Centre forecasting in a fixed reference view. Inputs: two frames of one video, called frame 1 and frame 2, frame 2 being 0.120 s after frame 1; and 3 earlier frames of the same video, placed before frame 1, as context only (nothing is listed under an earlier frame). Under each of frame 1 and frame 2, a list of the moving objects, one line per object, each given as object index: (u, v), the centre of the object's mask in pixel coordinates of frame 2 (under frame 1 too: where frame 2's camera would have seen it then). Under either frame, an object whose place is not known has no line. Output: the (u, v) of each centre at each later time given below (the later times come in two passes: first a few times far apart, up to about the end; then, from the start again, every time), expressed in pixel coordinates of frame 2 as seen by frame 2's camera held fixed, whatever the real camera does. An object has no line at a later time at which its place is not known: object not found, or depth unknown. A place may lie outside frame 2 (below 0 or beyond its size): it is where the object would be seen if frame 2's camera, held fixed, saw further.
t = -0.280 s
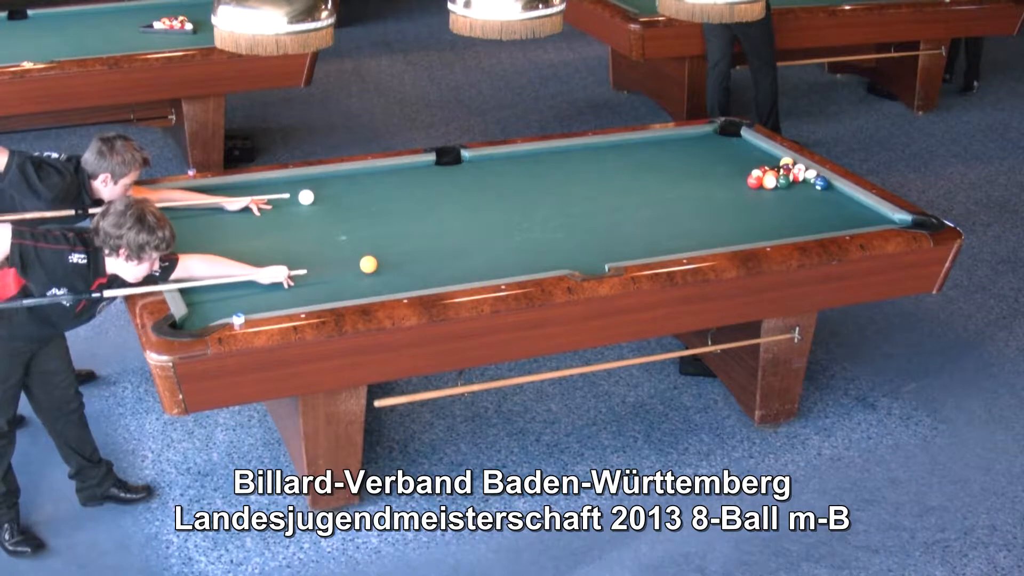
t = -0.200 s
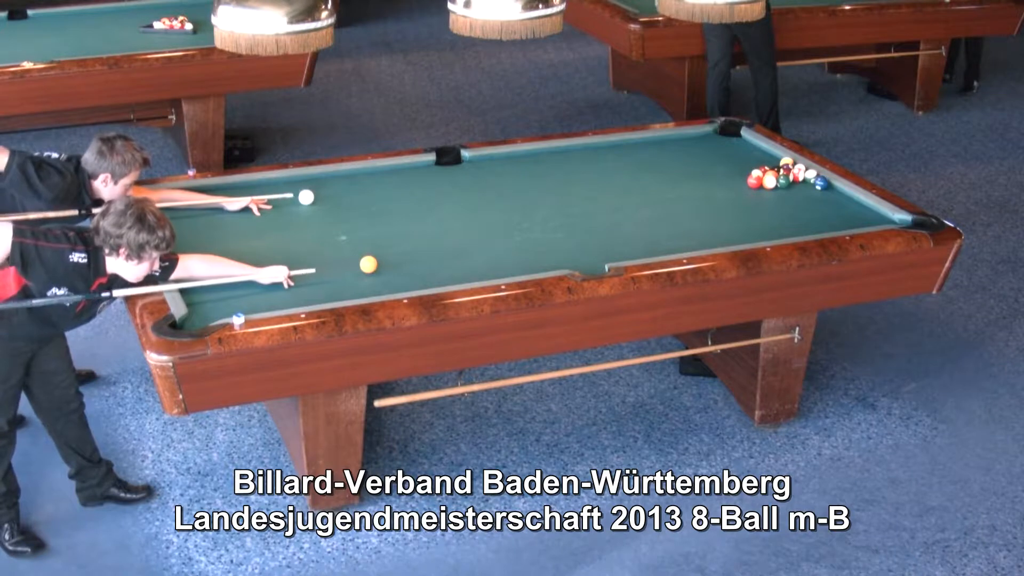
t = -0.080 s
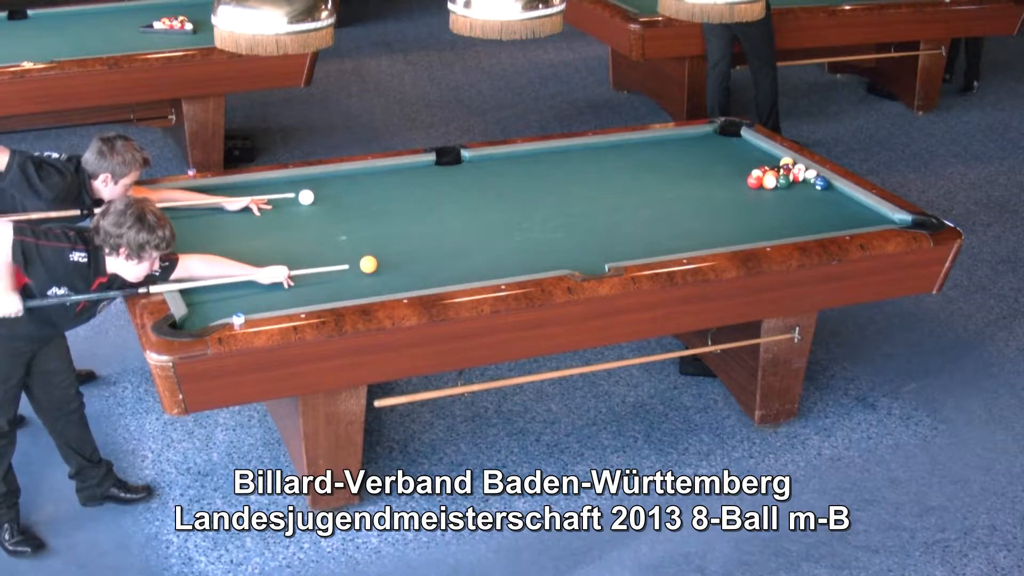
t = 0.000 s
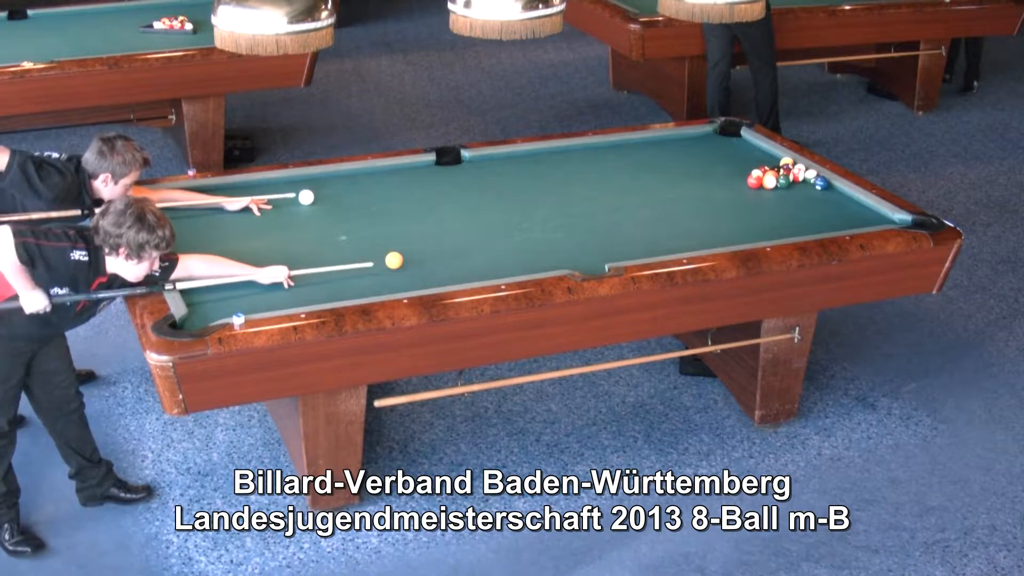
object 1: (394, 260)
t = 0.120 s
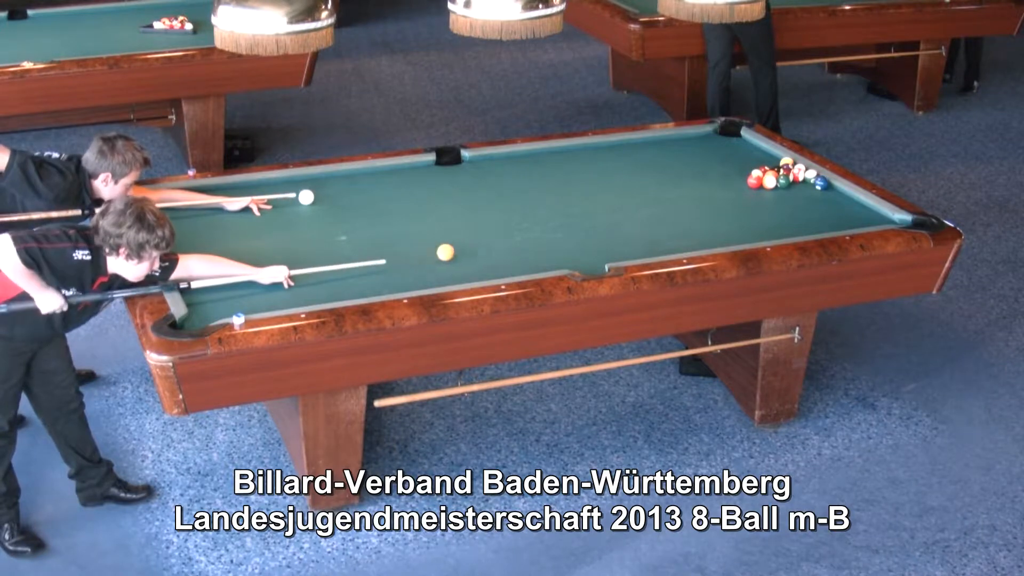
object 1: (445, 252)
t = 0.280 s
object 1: (501, 244)
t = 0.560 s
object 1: (593, 230)
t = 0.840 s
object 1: (677, 217)
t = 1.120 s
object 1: (755, 205)
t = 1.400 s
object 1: (827, 195)
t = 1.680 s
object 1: (811, 196)
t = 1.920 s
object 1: (779, 199)
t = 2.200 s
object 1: (743, 203)
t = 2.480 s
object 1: (707, 207)
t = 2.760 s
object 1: (673, 211)
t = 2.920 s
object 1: (655, 213)
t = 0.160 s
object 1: (460, 250)
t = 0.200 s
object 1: (474, 248)
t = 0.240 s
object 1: (488, 246)
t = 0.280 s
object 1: (501, 244)
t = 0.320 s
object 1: (515, 242)
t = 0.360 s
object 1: (528, 240)
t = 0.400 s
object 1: (541, 238)
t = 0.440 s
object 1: (555, 235)
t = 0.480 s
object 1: (567, 234)
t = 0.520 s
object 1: (580, 232)
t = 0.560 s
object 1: (593, 230)
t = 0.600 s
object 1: (605, 228)
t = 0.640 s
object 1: (618, 226)
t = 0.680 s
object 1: (630, 224)
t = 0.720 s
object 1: (642, 222)
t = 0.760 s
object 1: (654, 220)
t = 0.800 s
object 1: (666, 219)
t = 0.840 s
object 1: (677, 217)
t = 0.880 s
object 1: (689, 215)
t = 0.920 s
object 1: (700, 213)
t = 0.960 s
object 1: (712, 212)
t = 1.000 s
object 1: (723, 210)
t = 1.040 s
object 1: (734, 208)
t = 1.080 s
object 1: (745, 207)
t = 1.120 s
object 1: (755, 205)
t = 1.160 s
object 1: (766, 204)
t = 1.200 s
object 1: (776, 202)
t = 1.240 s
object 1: (787, 201)
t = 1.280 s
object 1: (797, 199)
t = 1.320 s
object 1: (807, 198)
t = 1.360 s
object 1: (817, 196)
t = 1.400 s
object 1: (827, 195)
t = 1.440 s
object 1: (837, 193)
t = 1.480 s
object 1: (838, 193)
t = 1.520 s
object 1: (832, 193)
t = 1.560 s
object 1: (827, 194)
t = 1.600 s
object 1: (822, 195)
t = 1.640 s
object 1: (816, 195)
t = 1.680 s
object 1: (811, 196)
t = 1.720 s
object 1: (805, 196)
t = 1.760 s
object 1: (800, 197)
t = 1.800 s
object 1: (795, 197)
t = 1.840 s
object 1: (789, 198)
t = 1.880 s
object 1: (784, 199)
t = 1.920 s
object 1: (779, 199)
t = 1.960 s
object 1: (774, 200)
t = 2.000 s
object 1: (768, 200)
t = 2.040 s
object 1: (763, 201)
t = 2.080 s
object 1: (758, 201)
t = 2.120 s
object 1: (753, 202)
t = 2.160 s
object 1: (748, 202)
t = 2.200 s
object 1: (743, 203)
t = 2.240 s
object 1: (738, 203)
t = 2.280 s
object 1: (732, 204)
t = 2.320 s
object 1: (727, 204)
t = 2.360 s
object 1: (722, 205)
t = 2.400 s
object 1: (717, 205)
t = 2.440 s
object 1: (712, 206)
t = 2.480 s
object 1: (707, 207)
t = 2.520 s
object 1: (703, 207)
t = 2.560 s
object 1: (698, 208)
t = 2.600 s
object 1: (693, 209)
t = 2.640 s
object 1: (688, 209)
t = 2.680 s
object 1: (683, 209)
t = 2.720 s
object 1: (678, 210)
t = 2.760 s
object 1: (673, 211)
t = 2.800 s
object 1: (669, 211)
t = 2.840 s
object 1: (664, 212)
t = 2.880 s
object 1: (659, 212)
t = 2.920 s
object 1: (655, 213)
